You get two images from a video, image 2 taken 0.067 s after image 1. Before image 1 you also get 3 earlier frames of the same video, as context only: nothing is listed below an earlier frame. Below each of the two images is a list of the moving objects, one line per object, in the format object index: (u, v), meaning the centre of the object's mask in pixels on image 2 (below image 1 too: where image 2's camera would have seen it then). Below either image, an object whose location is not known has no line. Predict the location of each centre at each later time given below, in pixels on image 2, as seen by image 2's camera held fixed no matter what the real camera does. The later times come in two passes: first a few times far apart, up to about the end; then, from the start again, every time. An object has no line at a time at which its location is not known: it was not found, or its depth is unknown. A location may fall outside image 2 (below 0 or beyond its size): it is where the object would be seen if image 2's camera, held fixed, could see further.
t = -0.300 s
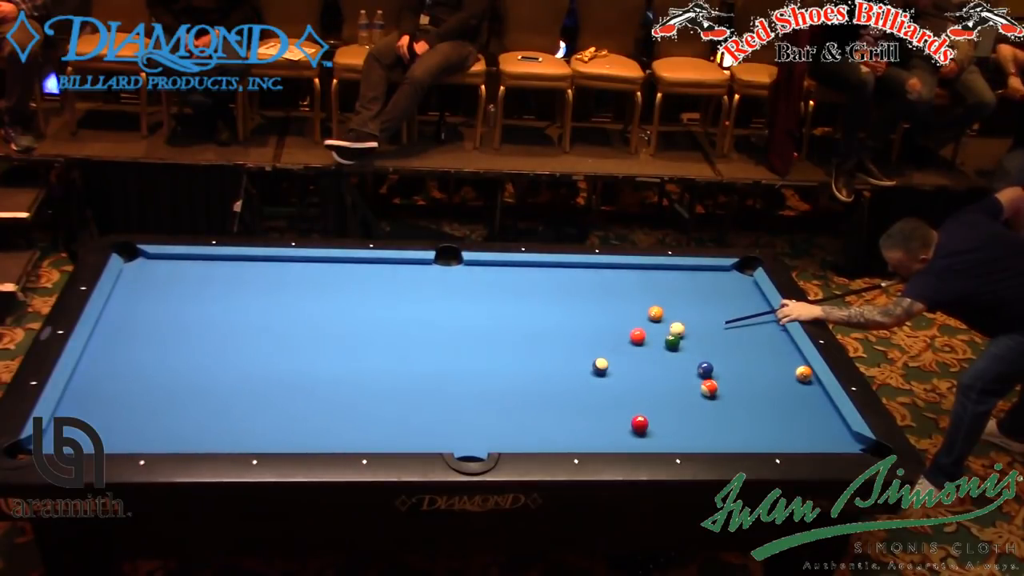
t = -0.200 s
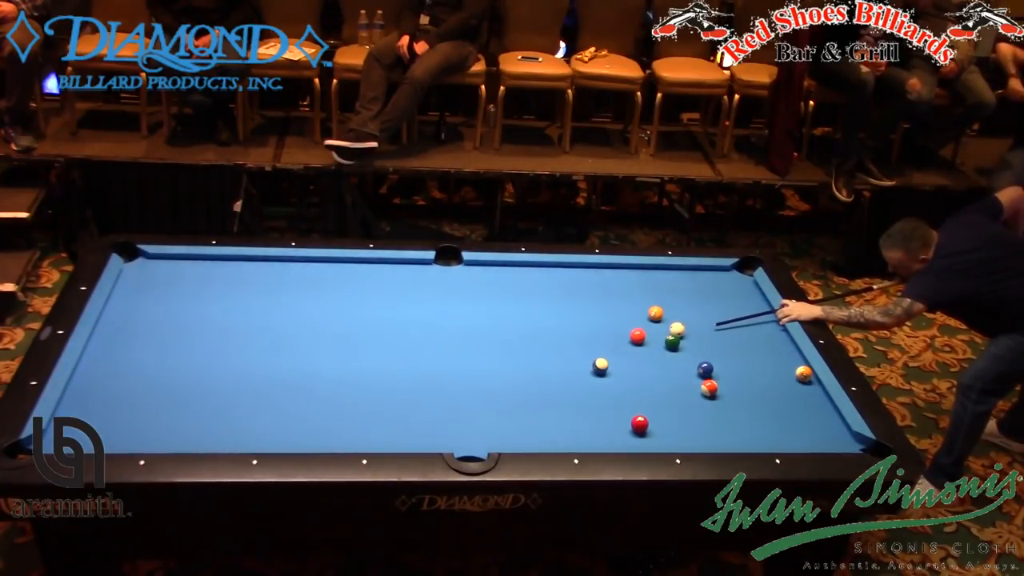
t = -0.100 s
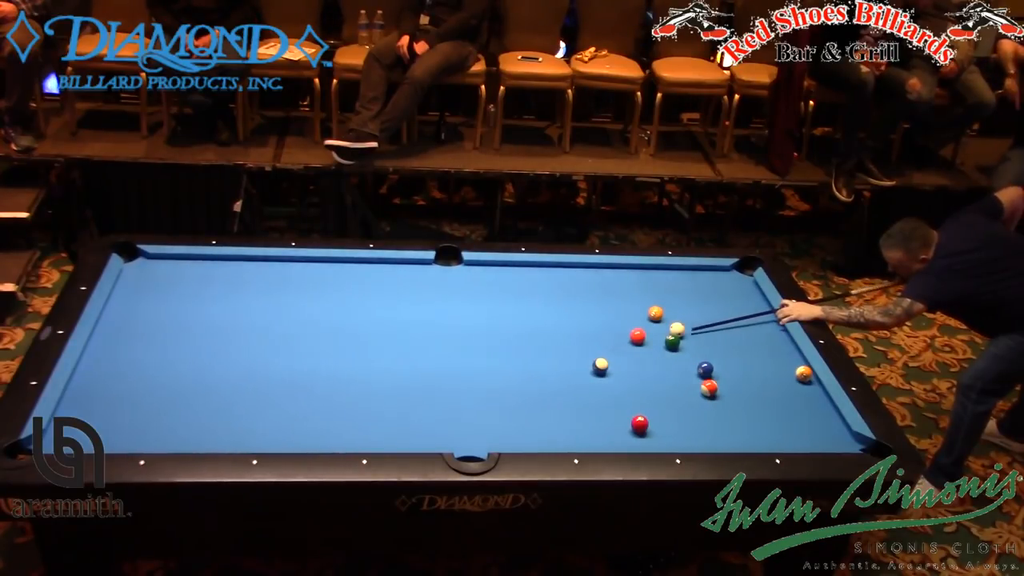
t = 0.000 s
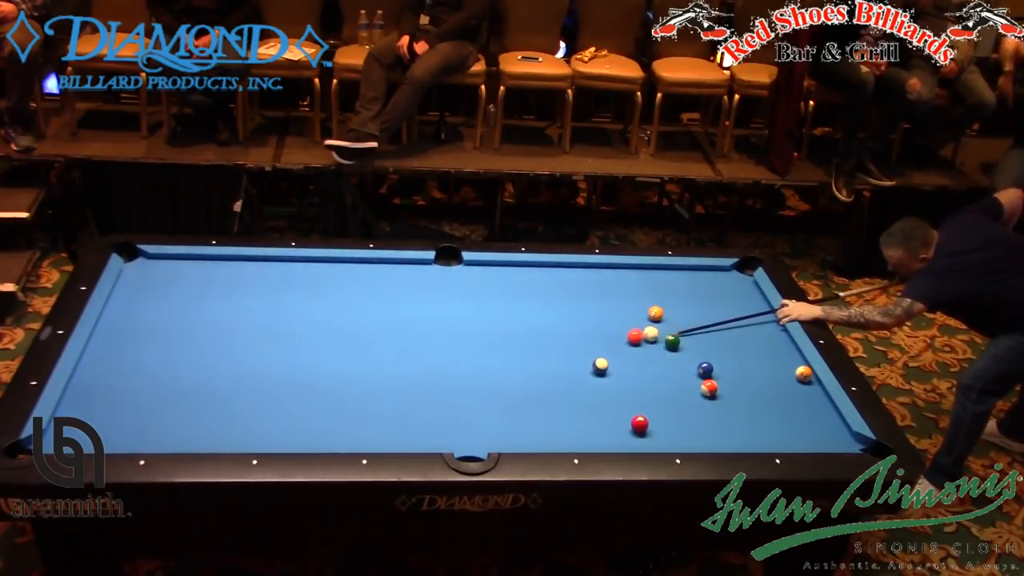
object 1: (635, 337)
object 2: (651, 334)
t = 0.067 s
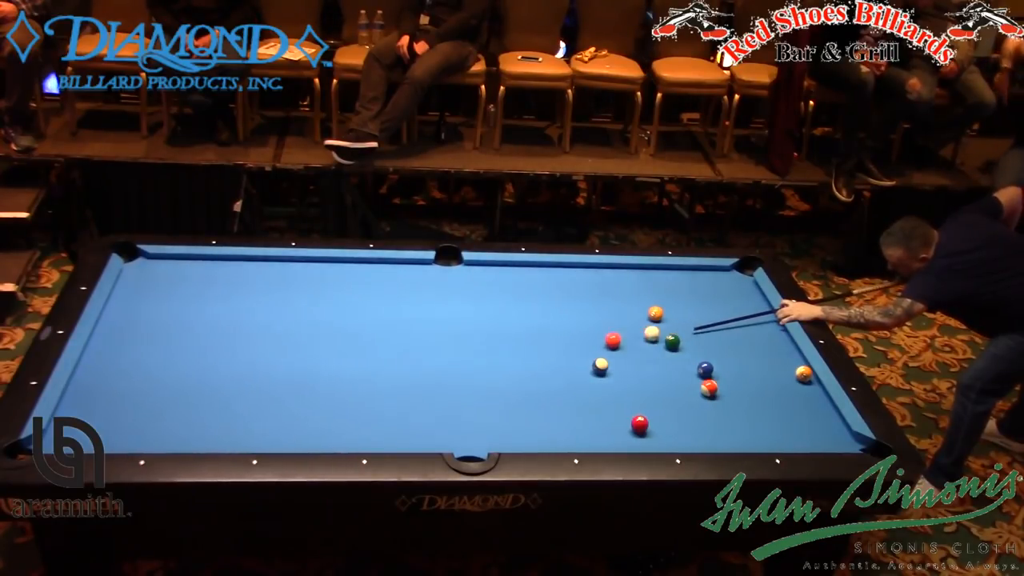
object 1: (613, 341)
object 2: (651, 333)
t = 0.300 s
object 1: (545, 352)
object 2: (658, 332)
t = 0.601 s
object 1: (459, 367)
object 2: (665, 328)
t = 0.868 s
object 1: (379, 381)
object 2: (671, 327)
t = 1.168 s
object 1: (286, 397)
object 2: (676, 326)
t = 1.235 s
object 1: (264, 401)
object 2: (677, 326)
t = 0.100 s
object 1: (602, 343)
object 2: (652, 333)
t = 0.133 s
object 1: (592, 344)
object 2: (653, 333)
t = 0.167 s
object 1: (583, 346)
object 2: (654, 332)
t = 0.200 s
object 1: (573, 347)
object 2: (655, 332)
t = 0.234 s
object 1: (564, 349)
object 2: (656, 332)
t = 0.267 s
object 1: (555, 351)
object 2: (657, 332)
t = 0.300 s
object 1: (545, 352)
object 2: (658, 332)
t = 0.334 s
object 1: (536, 354)
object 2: (659, 331)
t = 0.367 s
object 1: (527, 355)
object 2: (659, 331)
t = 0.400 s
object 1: (517, 357)
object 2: (660, 331)
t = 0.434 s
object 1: (507, 359)
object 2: (661, 330)
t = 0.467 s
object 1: (498, 360)
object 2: (662, 330)
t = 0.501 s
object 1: (488, 362)
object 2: (663, 329)
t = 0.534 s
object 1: (479, 364)
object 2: (664, 329)
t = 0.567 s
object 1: (469, 365)
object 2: (664, 329)
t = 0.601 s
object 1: (459, 367)
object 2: (665, 328)
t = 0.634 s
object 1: (449, 369)
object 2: (666, 328)
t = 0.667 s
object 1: (439, 371)
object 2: (666, 328)
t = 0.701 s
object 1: (430, 372)
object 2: (667, 327)
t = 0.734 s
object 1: (420, 374)
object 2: (668, 327)
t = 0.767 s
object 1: (410, 376)
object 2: (669, 327)
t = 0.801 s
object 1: (400, 378)
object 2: (669, 327)
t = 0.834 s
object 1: (390, 379)
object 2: (670, 327)
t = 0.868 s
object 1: (379, 381)
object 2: (671, 327)
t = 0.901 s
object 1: (369, 383)
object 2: (671, 327)
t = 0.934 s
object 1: (359, 385)
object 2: (672, 327)
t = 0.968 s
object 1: (349, 387)
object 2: (673, 327)
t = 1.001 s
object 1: (338, 388)
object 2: (673, 327)
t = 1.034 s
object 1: (328, 390)
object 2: (674, 327)
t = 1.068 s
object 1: (317, 392)
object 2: (674, 326)
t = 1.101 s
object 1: (307, 394)
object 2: (675, 326)
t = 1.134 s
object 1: (297, 396)
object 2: (675, 326)
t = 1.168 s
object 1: (286, 397)
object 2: (676, 326)
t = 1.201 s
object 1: (275, 399)
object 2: (676, 326)
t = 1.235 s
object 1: (264, 401)
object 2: (677, 326)
